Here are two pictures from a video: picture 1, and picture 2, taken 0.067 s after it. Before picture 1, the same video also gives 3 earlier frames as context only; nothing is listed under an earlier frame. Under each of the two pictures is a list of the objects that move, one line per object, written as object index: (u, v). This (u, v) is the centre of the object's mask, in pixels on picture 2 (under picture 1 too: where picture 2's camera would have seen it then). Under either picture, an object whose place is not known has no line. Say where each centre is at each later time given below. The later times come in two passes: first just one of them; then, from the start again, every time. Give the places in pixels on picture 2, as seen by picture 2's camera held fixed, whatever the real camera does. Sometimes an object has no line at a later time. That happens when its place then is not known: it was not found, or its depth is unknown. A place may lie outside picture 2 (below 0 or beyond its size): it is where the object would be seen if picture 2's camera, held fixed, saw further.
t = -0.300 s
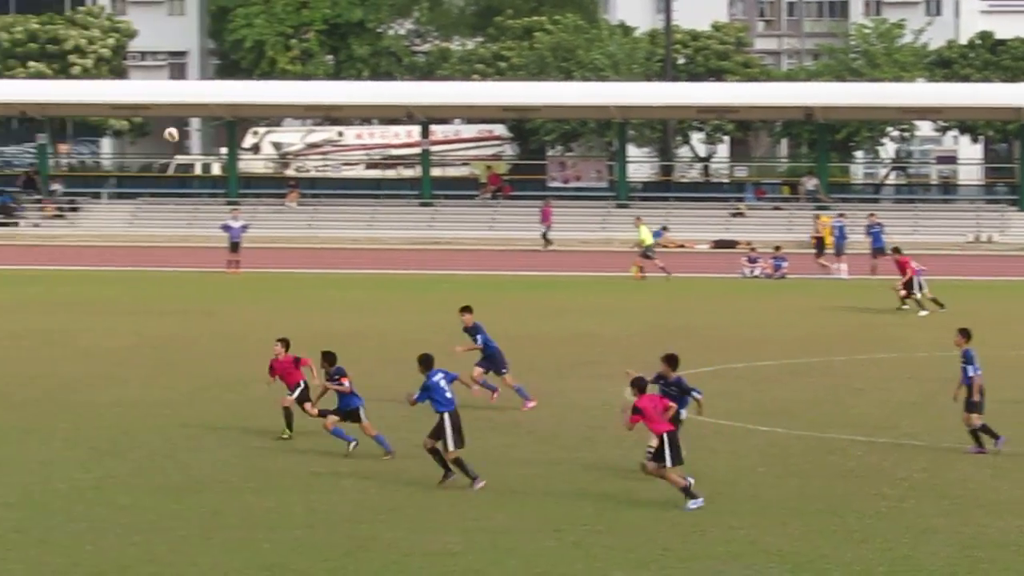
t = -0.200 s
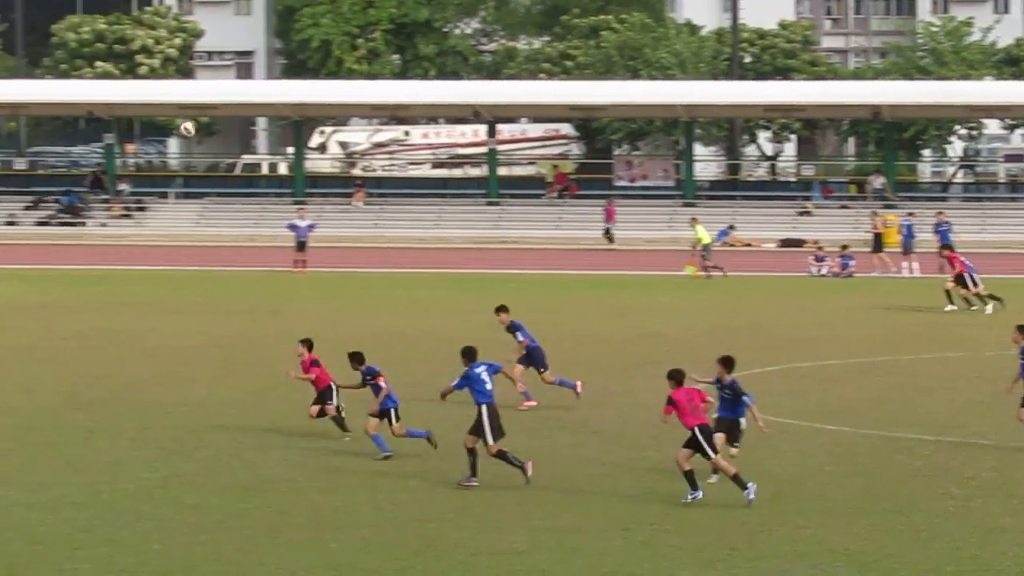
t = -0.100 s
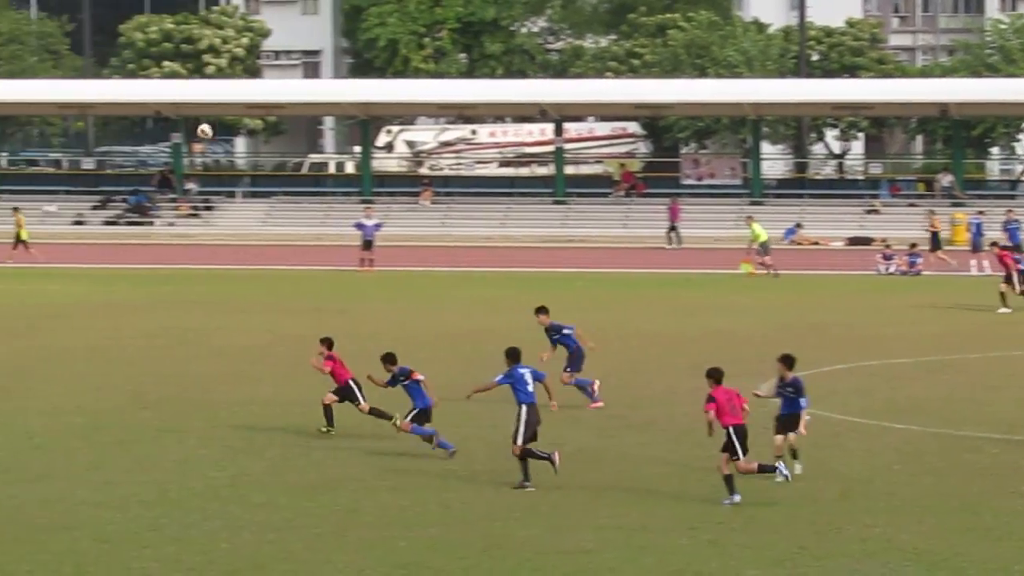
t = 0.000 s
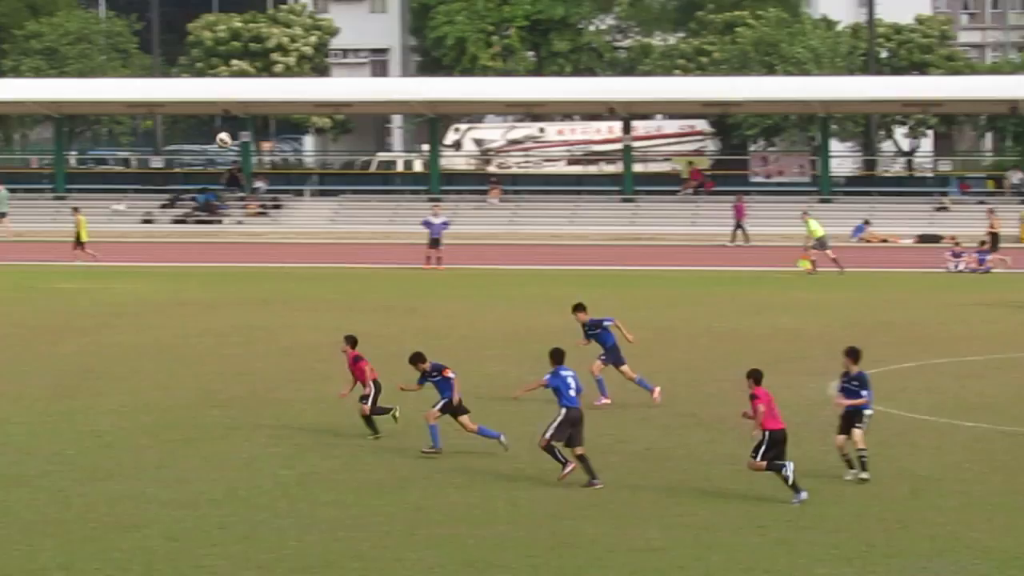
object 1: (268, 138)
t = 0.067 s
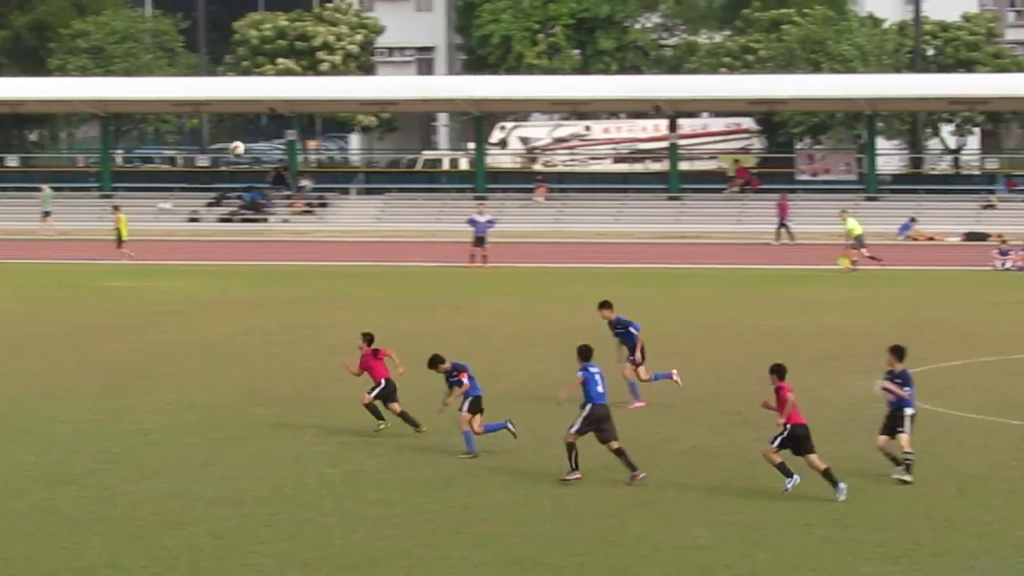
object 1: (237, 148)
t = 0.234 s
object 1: (158, 189)
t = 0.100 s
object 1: (221, 155)
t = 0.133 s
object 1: (206, 162)
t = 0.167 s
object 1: (189, 170)
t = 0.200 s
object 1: (174, 178)
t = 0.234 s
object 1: (158, 189)
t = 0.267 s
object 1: (142, 199)
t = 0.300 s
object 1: (127, 210)
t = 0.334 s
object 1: (111, 222)
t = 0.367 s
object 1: (96, 234)
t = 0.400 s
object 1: (81, 247)
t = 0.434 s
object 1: (66, 262)
